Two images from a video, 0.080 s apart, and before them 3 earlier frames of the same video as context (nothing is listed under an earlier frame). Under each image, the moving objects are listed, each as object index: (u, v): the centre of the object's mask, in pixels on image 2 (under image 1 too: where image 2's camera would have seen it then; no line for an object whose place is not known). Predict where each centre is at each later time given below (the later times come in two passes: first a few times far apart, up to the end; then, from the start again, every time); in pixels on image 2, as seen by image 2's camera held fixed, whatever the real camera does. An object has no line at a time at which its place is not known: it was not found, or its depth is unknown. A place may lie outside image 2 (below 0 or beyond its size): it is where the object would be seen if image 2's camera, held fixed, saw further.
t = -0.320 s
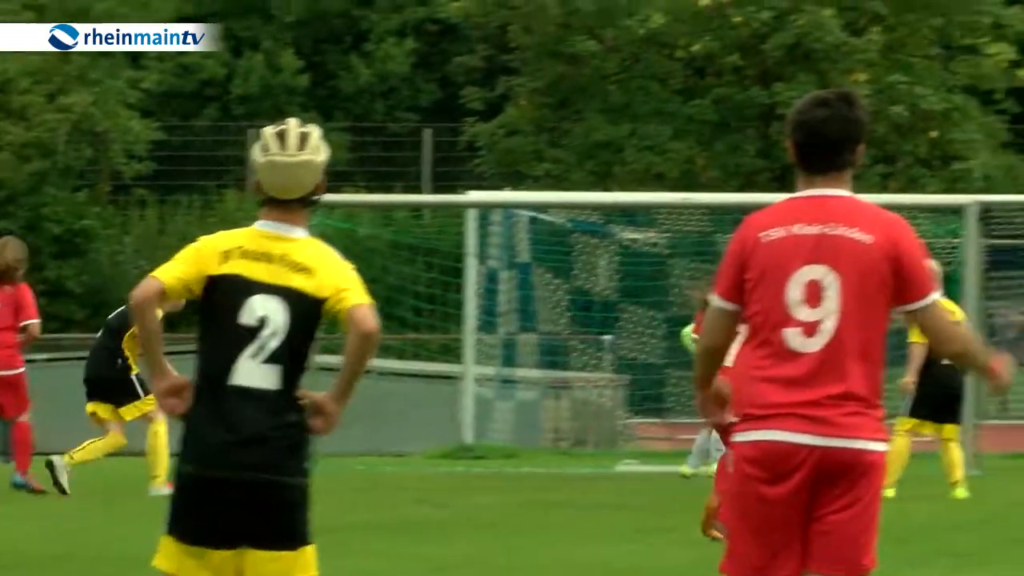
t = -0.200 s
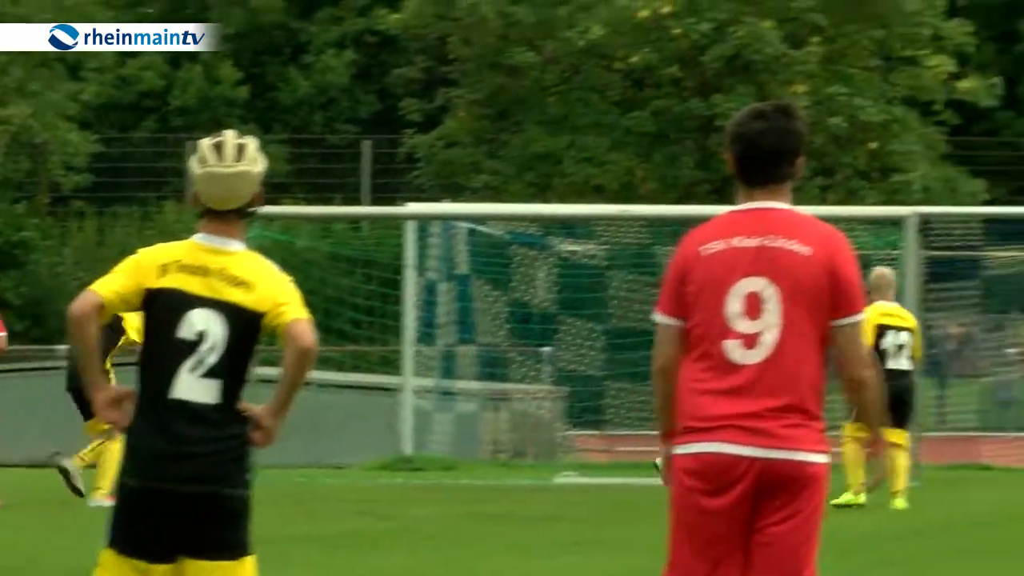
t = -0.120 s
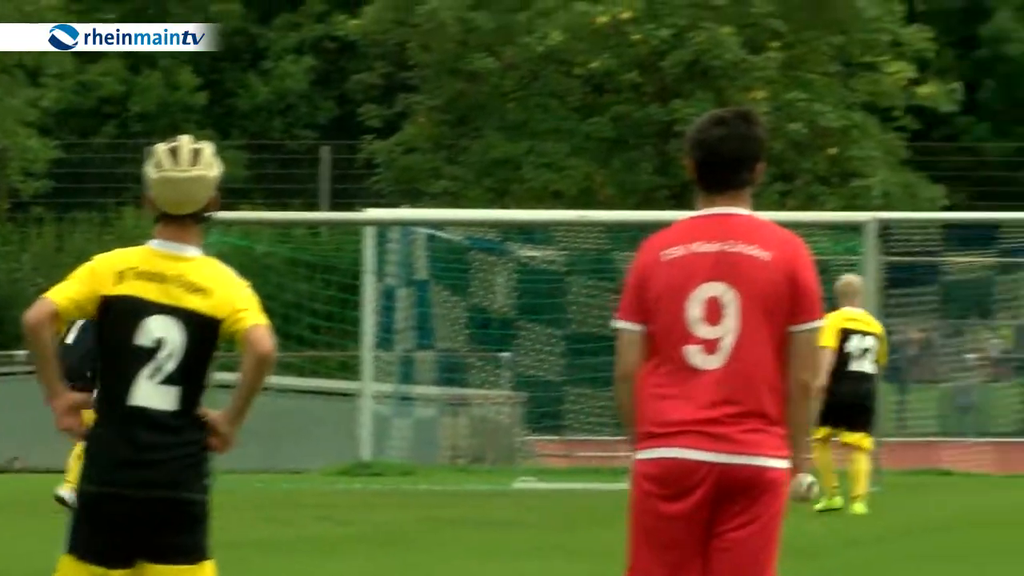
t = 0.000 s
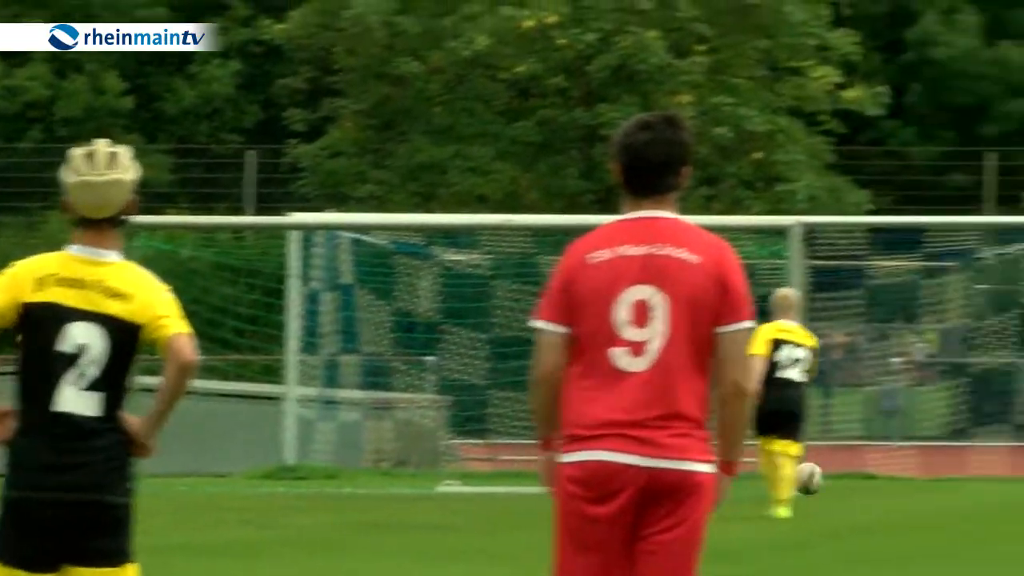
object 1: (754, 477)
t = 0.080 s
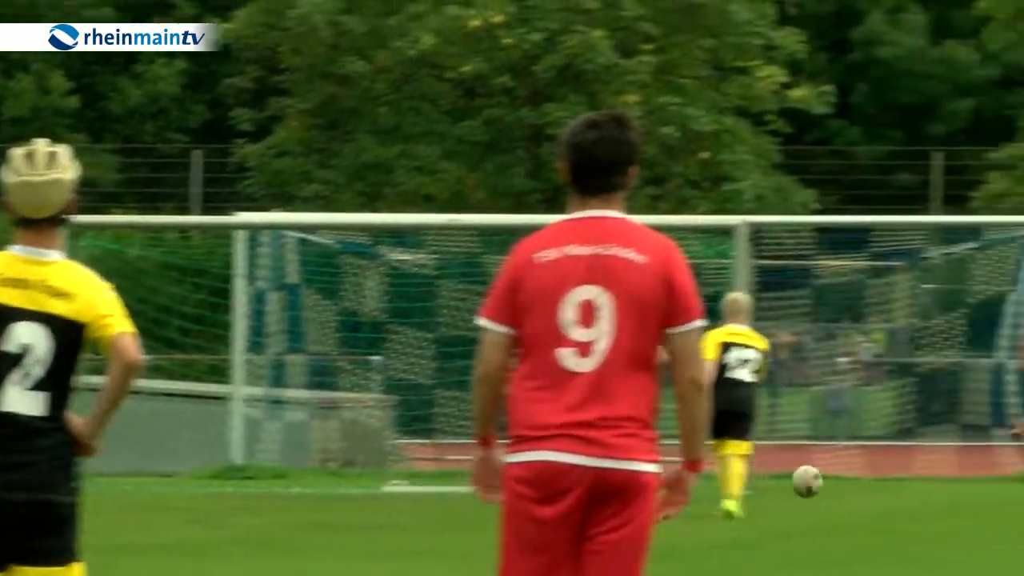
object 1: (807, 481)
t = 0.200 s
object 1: (882, 489)
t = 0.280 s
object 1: (932, 480)
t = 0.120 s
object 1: (832, 487)
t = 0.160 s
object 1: (857, 492)
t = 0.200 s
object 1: (882, 489)
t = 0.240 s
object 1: (907, 484)
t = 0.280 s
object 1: (932, 480)
